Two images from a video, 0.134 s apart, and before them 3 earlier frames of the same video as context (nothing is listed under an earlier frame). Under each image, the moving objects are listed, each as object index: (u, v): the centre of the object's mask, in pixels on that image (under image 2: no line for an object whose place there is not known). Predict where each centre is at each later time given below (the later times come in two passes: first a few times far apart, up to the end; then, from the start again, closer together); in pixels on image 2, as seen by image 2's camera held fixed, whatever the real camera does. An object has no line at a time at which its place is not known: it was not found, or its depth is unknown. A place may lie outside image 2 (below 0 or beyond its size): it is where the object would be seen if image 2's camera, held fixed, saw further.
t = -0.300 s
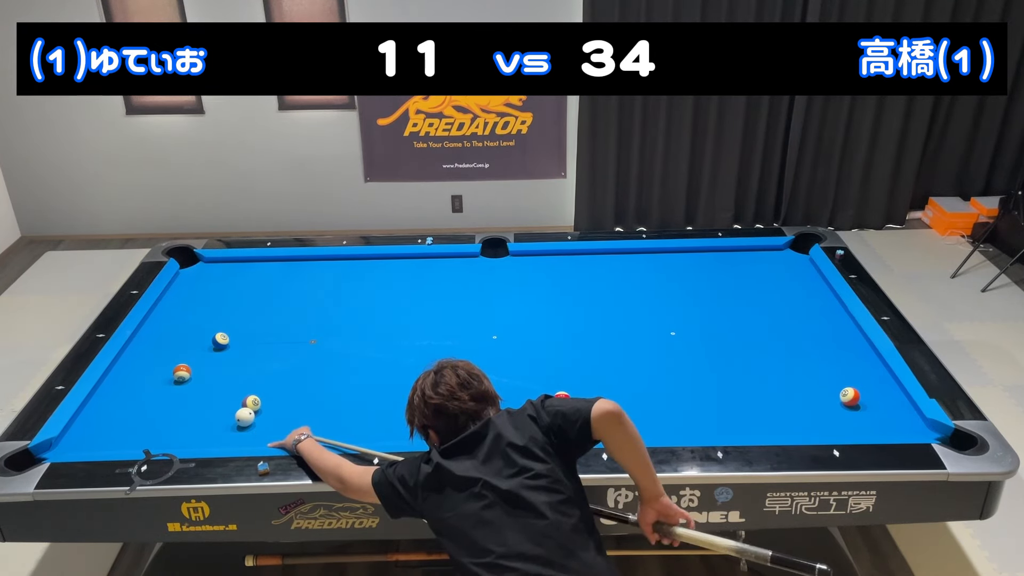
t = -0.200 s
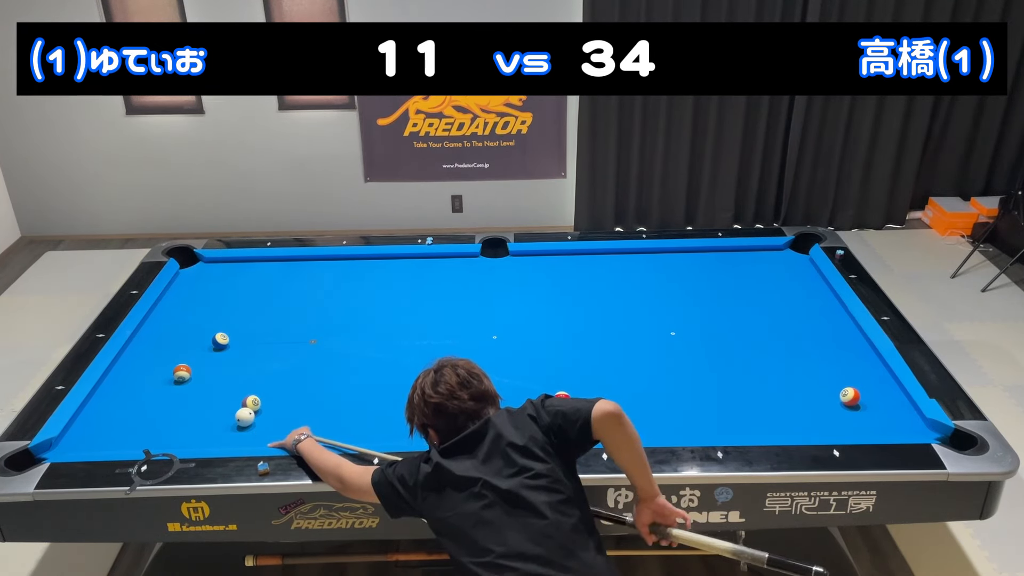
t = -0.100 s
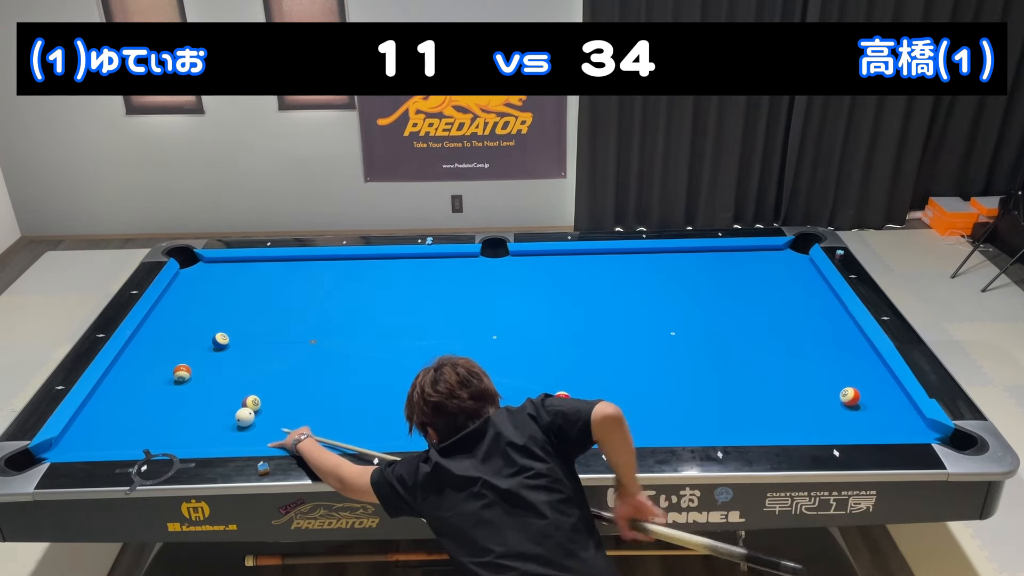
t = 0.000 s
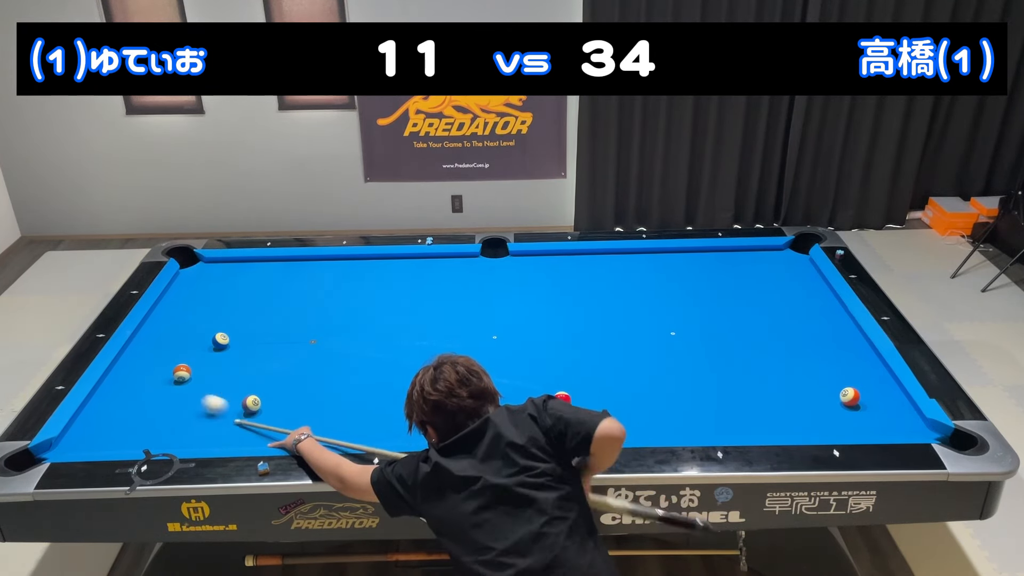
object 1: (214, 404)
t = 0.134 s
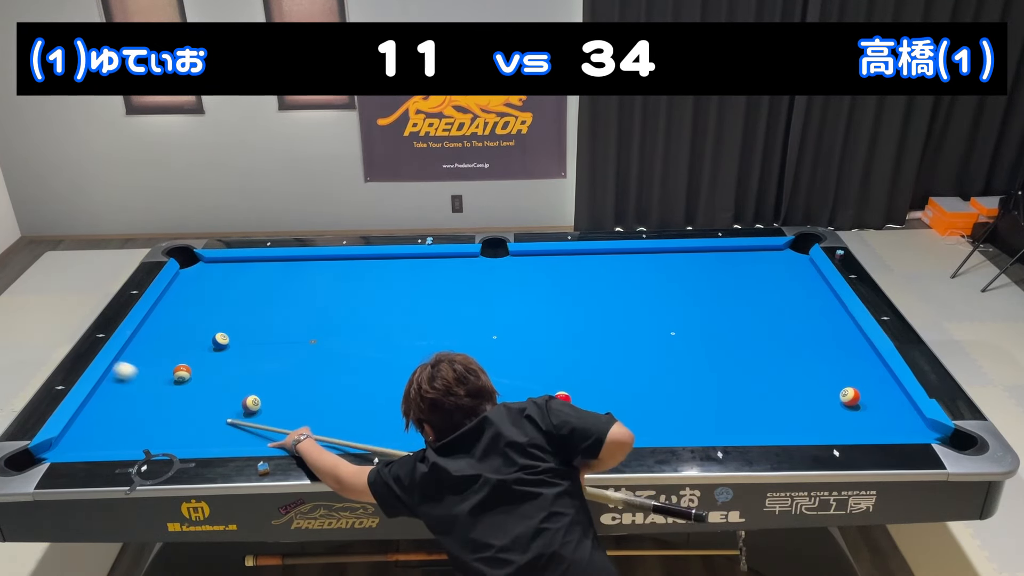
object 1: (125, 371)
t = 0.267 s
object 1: (176, 358)
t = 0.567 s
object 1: (294, 344)
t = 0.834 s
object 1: (387, 334)
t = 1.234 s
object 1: (521, 317)
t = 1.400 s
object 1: (569, 313)
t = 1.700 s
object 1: (657, 303)
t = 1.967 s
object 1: (733, 295)
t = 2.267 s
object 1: (814, 286)
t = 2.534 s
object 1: (778, 284)
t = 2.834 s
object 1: (725, 282)
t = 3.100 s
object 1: (680, 281)
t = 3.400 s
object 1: (632, 279)
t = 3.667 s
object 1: (592, 278)
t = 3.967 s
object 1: (550, 276)
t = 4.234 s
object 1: (514, 275)
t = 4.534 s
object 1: (476, 274)
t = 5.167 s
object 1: (398, 270)
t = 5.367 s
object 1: (380, 271)
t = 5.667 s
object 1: (349, 270)
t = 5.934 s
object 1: (324, 269)
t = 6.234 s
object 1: (296, 268)
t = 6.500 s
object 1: (273, 267)
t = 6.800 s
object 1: (248, 266)
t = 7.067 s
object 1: (228, 266)
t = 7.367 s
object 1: (206, 265)
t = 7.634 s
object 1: (188, 265)
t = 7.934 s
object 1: (189, 261)
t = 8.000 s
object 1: (190, 260)
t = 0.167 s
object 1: (123, 366)
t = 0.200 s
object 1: (142, 363)
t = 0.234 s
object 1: (160, 361)
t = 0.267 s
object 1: (176, 358)
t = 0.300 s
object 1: (192, 356)
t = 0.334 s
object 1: (206, 354)
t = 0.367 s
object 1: (220, 353)
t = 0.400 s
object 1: (232, 352)
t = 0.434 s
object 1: (245, 350)
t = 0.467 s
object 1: (257, 349)
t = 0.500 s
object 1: (270, 347)
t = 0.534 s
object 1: (282, 346)
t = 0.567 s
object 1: (294, 344)
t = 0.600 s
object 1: (306, 343)
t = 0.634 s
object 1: (318, 342)
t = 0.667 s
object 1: (330, 340)
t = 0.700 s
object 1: (341, 339)
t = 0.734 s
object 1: (353, 337)
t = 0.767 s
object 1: (365, 336)
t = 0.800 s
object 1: (376, 335)
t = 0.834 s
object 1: (387, 334)
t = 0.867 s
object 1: (399, 332)
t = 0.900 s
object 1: (410, 331)
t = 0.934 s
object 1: (420, 329)
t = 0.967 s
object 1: (430, 325)
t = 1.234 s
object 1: (521, 317)
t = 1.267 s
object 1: (529, 317)
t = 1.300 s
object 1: (538, 317)
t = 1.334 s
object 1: (548, 316)
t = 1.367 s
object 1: (558, 314)
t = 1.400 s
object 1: (569, 313)
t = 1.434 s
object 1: (579, 312)
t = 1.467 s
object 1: (589, 311)
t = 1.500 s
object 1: (599, 310)
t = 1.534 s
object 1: (609, 308)
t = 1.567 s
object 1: (618, 308)
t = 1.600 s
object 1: (628, 307)
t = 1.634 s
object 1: (638, 305)
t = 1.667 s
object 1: (648, 304)
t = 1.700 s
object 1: (657, 303)
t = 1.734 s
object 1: (667, 302)
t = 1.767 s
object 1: (677, 301)
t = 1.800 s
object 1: (686, 300)
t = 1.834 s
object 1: (695, 299)
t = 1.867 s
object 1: (705, 298)
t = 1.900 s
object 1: (714, 297)
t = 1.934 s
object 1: (724, 296)
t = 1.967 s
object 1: (733, 295)
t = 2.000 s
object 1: (742, 294)
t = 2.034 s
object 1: (751, 293)
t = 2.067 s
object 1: (761, 292)
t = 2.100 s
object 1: (770, 291)
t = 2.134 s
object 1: (778, 290)
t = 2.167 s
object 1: (787, 289)
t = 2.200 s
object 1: (796, 288)
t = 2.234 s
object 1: (805, 287)
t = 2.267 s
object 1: (814, 286)
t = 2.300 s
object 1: (823, 285)
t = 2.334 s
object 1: (816, 285)
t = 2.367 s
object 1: (809, 285)
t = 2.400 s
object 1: (802, 285)
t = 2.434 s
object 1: (796, 284)
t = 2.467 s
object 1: (790, 284)
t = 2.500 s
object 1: (784, 284)
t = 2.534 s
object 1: (778, 284)
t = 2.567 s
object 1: (772, 284)
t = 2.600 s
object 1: (766, 283)
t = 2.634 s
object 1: (760, 283)
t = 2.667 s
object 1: (754, 283)
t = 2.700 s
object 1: (748, 283)
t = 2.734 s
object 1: (742, 283)
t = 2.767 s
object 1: (736, 283)
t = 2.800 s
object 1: (730, 282)
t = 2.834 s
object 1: (725, 282)
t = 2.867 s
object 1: (719, 282)
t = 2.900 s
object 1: (713, 282)
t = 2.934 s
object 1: (708, 281)
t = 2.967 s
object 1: (702, 282)
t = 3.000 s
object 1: (696, 281)
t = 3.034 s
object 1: (691, 281)
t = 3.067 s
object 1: (685, 281)
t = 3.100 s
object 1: (680, 281)
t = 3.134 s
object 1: (674, 281)
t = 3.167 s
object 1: (669, 280)
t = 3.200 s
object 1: (663, 280)
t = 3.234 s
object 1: (658, 280)
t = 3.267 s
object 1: (653, 280)
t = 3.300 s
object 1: (648, 279)
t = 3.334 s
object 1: (643, 280)
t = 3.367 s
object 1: (638, 279)
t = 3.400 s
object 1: (632, 279)
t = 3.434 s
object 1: (627, 279)
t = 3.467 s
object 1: (622, 278)
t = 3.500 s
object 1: (617, 278)
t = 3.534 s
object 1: (612, 278)
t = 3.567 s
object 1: (607, 278)
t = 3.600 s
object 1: (602, 278)
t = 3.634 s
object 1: (597, 277)
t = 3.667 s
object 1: (592, 278)
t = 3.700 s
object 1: (588, 278)
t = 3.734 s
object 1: (583, 277)
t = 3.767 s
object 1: (578, 277)
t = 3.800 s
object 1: (573, 277)
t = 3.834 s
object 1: (568, 277)
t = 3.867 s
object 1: (564, 277)
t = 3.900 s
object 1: (559, 276)
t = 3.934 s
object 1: (554, 276)
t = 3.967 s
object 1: (550, 276)
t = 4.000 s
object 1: (545, 276)
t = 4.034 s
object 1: (541, 276)
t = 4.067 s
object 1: (536, 276)
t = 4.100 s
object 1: (531, 276)
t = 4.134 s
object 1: (527, 276)
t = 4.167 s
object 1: (523, 275)
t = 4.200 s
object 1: (518, 275)
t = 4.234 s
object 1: (514, 275)
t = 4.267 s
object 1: (510, 275)
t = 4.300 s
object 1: (505, 275)
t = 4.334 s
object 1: (501, 275)
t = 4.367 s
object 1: (497, 275)
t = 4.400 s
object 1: (493, 274)
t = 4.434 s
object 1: (488, 274)
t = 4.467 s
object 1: (484, 274)
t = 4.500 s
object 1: (480, 274)
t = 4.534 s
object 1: (476, 274)
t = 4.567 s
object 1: (472, 274)
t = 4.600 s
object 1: (469, 273)
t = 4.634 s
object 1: (466, 272)
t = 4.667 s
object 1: (463, 270)
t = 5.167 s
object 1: (398, 270)
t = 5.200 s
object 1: (398, 271)
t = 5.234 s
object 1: (395, 272)
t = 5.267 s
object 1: (391, 271)
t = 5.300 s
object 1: (387, 271)
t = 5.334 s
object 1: (384, 271)
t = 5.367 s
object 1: (380, 271)
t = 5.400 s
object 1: (377, 271)
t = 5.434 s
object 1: (373, 271)
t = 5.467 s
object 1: (370, 271)
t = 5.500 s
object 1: (366, 271)
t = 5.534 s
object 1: (363, 271)
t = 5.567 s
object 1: (360, 270)
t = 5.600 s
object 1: (356, 270)
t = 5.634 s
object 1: (353, 270)
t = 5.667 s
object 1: (349, 270)
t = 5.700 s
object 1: (346, 270)
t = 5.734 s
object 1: (343, 270)
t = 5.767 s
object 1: (339, 270)
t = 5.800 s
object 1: (336, 269)
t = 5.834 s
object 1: (333, 270)
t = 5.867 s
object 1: (330, 269)
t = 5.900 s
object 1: (327, 269)
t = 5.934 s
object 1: (324, 269)
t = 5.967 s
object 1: (320, 269)
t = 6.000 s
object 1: (317, 269)
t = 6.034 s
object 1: (314, 269)
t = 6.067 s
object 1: (311, 269)
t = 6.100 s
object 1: (308, 269)
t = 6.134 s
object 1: (305, 268)
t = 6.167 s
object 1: (302, 268)
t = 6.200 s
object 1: (299, 268)
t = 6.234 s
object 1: (296, 268)
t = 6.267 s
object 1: (293, 268)
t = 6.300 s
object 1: (290, 268)
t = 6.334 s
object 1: (287, 268)
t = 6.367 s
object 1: (284, 268)
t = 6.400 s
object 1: (281, 268)
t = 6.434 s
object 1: (278, 268)
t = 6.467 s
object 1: (275, 267)
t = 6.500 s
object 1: (273, 267)
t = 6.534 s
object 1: (270, 267)
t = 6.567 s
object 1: (267, 267)
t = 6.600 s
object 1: (264, 267)
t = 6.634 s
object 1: (262, 267)
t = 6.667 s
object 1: (259, 267)
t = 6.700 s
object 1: (256, 267)
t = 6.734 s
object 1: (253, 267)
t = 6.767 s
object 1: (251, 267)
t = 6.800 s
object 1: (248, 266)
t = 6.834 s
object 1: (246, 267)
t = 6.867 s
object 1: (243, 267)
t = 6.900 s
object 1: (240, 266)
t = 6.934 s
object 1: (238, 266)
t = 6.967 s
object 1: (235, 266)
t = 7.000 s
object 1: (232, 266)
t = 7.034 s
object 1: (230, 266)
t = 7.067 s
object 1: (228, 266)
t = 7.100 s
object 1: (225, 266)
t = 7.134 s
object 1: (223, 266)
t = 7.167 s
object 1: (220, 266)
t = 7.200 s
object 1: (218, 266)
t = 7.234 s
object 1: (216, 266)
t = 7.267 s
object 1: (214, 265)
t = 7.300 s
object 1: (211, 265)
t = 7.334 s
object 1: (209, 265)
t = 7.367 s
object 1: (206, 265)
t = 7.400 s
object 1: (204, 265)
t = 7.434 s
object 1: (202, 265)
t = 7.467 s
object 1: (199, 265)
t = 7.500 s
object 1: (197, 265)
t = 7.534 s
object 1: (195, 265)
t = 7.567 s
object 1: (193, 265)
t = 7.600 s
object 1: (191, 265)
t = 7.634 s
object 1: (188, 265)
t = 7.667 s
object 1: (186, 265)
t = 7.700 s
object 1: (186, 265)
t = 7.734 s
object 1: (186, 264)
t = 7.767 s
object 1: (187, 263)
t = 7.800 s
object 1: (187, 263)
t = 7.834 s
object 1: (188, 262)
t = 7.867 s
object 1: (188, 262)
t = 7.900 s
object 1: (189, 261)
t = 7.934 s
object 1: (189, 261)
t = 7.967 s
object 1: (190, 260)
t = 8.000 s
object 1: (190, 260)
